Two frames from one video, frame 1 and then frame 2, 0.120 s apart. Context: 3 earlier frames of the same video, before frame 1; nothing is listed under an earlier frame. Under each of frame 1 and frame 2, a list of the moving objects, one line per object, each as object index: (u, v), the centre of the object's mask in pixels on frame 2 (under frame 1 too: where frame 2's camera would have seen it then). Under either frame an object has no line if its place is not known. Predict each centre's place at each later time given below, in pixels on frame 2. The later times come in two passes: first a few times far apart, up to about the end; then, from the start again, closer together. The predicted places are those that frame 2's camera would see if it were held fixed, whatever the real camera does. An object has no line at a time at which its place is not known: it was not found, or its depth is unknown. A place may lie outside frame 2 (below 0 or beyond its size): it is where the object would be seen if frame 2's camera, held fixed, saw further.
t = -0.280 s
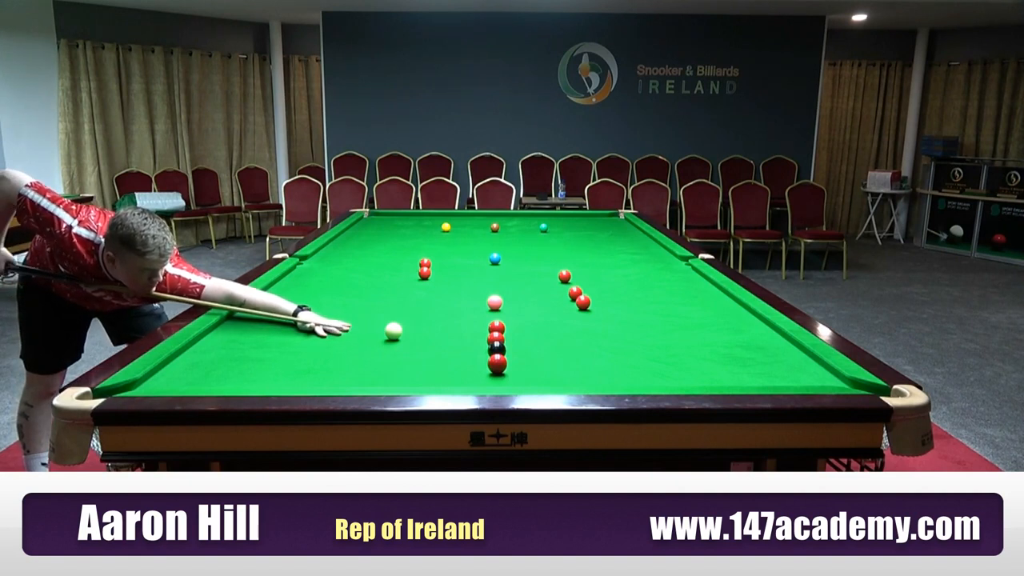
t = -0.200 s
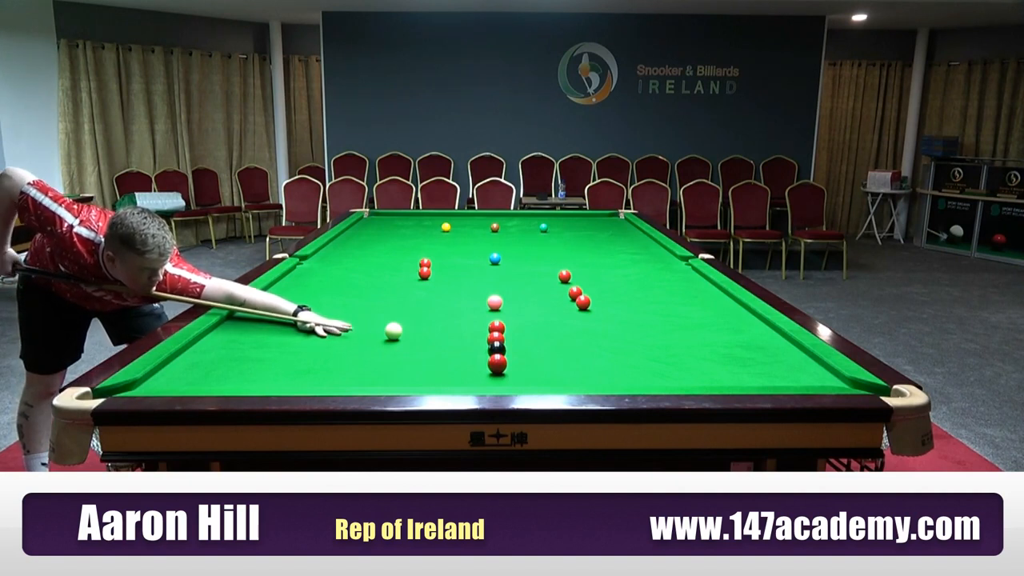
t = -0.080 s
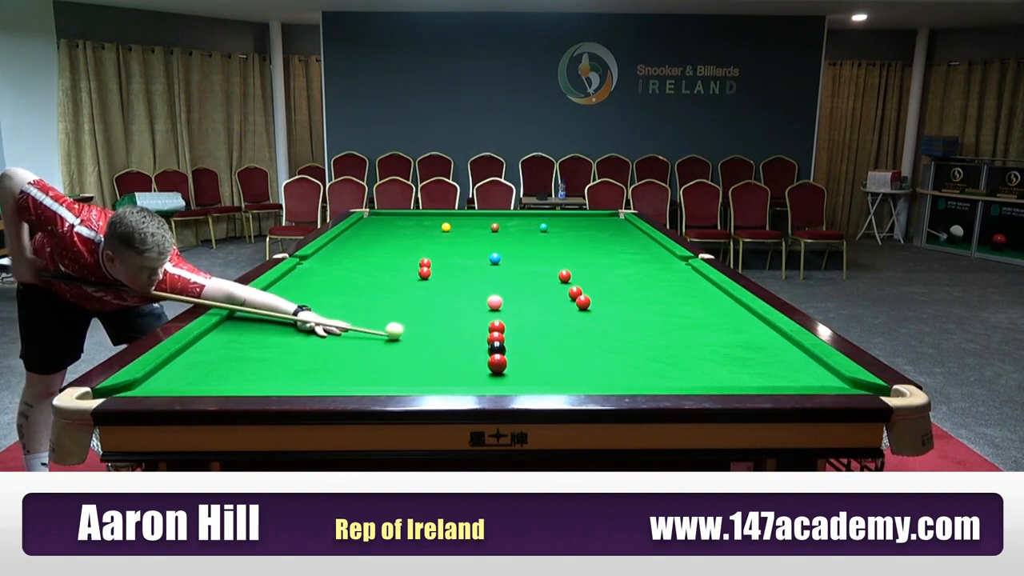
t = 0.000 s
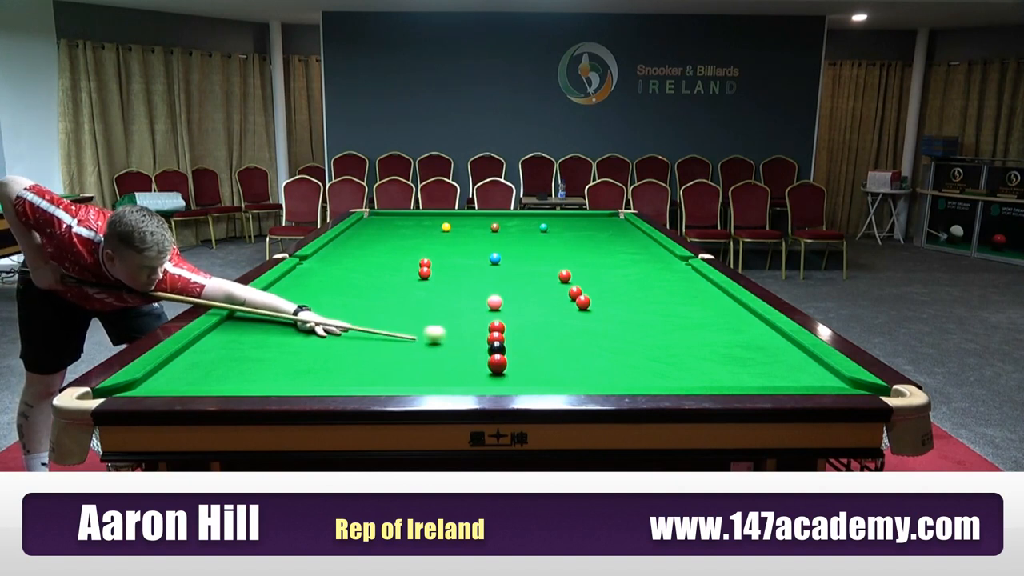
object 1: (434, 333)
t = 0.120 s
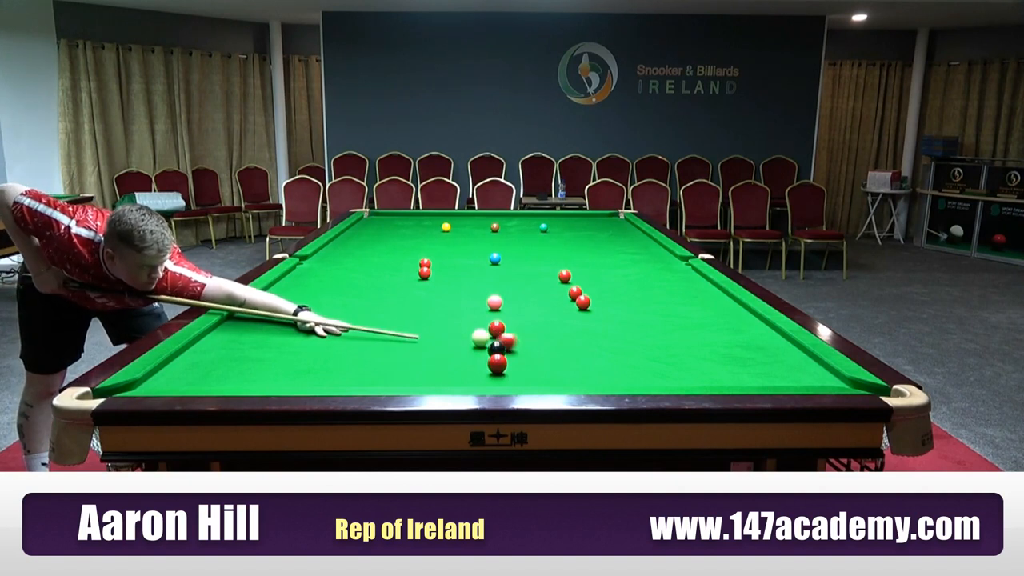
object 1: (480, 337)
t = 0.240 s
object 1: (478, 336)
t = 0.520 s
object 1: (469, 332)
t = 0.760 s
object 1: (462, 329)
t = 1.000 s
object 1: (456, 327)
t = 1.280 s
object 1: (451, 325)
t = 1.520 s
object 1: (446, 324)
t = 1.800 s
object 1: (443, 323)
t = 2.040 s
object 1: (441, 322)
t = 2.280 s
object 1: (440, 322)
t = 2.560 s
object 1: (440, 322)
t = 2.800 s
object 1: (440, 322)
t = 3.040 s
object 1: (440, 322)
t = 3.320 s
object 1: (440, 322)
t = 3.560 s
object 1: (440, 322)
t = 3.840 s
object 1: (440, 322)
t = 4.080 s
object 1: (440, 322)
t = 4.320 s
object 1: (440, 322)
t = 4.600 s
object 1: (440, 322)
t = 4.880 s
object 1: (440, 322)
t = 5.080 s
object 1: (440, 322)
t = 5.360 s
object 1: (440, 322)
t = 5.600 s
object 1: (440, 322)
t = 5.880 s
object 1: (440, 322)
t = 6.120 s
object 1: (440, 322)
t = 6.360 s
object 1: (440, 322)
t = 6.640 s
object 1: (440, 322)
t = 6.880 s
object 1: (440, 322)
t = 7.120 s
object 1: (440, 322)
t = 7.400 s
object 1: (440, 322)
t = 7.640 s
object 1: (440, 322)
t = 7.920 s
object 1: (440, 322)
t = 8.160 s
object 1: (440, 322)
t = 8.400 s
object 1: (440, 322)
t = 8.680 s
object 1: (440, 322)
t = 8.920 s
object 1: (440, 322)
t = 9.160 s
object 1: (440, 322)
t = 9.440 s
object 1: (440, 322)
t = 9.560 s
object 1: (440, 322)
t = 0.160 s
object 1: (480, 337)
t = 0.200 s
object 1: (480, 336)
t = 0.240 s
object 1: (478, 336)
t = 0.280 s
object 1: (477, 335)
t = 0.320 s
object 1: (476, 335)
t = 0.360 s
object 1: (474, 334)
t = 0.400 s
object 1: (473, 334)
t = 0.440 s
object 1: (472, 333)
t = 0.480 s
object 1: (470, 332)
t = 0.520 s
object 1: (469, 332)
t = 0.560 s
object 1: (468, 332)
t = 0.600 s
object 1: (466, 331)
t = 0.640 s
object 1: (465, 331)
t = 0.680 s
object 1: (464, 330)
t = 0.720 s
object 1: (463, 330)
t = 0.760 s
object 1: (462, 329)
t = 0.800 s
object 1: (461, 329)
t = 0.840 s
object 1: (460, 329)
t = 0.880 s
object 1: (459, 328)
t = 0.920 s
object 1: (458, 328)
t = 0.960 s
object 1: (457, 327)
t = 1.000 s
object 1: (456, 327)
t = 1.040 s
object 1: (455, 327)
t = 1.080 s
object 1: (455, 326)
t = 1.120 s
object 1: (454, 326)
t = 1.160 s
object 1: (453, 326)
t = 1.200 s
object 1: (452, 326)
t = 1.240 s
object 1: (451, 325)
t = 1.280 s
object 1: (451, 325)
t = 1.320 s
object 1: (450, 325)
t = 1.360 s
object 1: (449, 324)
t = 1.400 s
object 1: (449, 324)
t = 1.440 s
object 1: (448, 324)
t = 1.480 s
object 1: (447, 324)
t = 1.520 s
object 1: (446, 324)
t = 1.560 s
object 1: (446, 324)
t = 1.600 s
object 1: (445, 323)
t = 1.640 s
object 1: (445, 323)
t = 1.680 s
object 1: (444, 323)
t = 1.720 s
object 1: (444, 323)
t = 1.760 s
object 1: (443, 323)
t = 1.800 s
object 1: (443, 323)
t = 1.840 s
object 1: (442, 322)
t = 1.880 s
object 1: (442, 322)
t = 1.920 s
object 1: (442, 322)
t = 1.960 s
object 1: (441, 322)
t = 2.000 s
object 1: (441, 322)
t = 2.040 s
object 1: (441, 322)
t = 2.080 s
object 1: (441, 322)
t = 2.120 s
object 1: (440, 322)
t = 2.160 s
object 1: (440, 322)
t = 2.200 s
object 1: (440, 322)
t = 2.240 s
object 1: (440, 322)
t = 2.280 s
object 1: (440, 322)
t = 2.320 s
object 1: (440, 322)
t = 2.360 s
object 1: (440, 322)
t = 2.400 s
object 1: (440, 322)
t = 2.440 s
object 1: (440, 322)
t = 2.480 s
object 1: (440, 322)
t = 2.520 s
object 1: (440, 322)
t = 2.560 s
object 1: (440, 322)
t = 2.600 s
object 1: (440, 322)
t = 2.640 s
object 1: (440, 322)
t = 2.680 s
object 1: (440, 322)
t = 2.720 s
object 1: (440, 322)
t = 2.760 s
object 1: (440, 322)
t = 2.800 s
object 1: (440, 322)
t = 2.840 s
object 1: (440, 322)
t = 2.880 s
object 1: (440, 322)
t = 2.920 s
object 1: (440, 322)
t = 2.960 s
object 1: (440, 322)
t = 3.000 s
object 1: (440, 322)
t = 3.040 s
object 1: (440, 322)
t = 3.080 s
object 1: (440, 322)
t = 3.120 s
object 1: (440, 322)
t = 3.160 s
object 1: (440, 322)
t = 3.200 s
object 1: (440, 322)
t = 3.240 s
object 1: (440, 322)
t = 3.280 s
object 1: (440, 322)
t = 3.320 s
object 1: (440, 322)
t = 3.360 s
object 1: (440, 322)
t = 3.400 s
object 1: (440, 322)
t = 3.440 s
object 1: (440, 322)
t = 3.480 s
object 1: (440, 322)
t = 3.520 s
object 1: (440, 322)
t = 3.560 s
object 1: (440, 322)
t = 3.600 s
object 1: (440, 322)
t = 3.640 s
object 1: (440, 322)
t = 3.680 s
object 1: (440, 322)
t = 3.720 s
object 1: (440, 322)
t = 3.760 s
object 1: (440, 322)
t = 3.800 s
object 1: (440, 322)
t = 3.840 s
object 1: (440, 322)
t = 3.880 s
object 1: (440, 322)
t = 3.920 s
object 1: (440, 322)
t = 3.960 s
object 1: (440, 322)
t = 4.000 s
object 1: (440, 322)
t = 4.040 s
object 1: (440, 322)
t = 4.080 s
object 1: (440, 322)
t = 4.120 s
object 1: (440, 322)
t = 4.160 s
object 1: (440, 322)
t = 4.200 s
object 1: (440, 322)
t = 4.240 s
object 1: (440, 322)
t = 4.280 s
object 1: (440, 322)
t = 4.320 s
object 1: (440, 322)
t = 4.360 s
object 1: (440, 322)
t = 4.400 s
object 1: (440, 322)
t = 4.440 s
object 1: (440, 322)
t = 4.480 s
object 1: (440, 322)
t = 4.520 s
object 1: (440, 322)
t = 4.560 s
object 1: (440, 322)
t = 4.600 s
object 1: (440, 322)
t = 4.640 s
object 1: (440, 322)
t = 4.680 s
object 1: (440, 322)
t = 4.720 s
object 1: (440, 322)
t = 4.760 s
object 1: (440, 322)
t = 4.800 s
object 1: (440, 322)
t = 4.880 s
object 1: (440, 322)
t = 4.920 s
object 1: (440, 322)
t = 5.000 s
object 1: (440, 322)
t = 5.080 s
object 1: (440, 322)
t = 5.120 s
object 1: (440, 322)
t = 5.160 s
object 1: (440, 322)
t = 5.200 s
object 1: (440, 322)
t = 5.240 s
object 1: (440, 322)
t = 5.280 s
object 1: (440, 322)
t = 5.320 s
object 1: (440, 322)
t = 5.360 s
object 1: (440, 322)
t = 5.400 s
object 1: (440, 322)
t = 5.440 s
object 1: (440, 322)
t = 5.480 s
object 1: (440, 322)
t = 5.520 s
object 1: (440, 322)
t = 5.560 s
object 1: (440, 322)
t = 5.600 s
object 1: (440, 322)
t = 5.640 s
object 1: (440, 322)
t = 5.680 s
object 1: (440, 322)
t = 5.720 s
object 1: (440, 322)
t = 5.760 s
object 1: (440, 322)
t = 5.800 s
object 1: (440, 322)
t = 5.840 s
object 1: (440, 322)
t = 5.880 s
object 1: (440, 322)
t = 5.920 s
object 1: (440, 322)
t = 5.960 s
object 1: (440, 322)
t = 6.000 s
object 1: (440, 322)
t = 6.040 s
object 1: (440, 322)
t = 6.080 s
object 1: (440, 322)
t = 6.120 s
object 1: (440, 322)
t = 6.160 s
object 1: (440, 322)
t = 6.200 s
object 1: (440, 322)
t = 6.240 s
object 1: (440, 322)
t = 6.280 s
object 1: (440, 322)
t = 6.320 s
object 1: (440, 322)
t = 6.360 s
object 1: (440, 322)
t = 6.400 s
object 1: (440, 322)
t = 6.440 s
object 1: (440, 322)
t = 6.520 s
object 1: (440, 322)
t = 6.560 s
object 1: (440, 322)
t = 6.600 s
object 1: (440, 322)
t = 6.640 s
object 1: (440, 322)
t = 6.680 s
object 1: (440, 322)
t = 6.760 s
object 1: (440, 322)
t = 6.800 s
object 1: (440, 322)
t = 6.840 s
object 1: (440, 322)
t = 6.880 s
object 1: (440, 322)
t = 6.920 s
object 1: (440, 322)
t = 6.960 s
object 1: (440, 322)
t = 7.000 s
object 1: (440, 322)
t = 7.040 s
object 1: (440, 322)
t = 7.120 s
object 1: (440, 322)
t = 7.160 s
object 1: (440, 322)
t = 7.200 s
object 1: (440, 322)
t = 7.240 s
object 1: (440, 322)
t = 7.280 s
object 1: (440, 322)
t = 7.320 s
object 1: (440, 322)
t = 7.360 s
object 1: (440, 322)
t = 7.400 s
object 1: (440, 322)
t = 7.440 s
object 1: (440, 322)
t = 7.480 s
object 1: (440, 322)
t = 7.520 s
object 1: (440, 322)
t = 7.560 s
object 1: (440, 322)
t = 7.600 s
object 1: (440, 322)
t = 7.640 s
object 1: (440, 322)
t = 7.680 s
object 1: (440, 322)
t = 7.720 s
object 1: (440, 322)
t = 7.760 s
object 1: (440, 322)
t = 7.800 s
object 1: (440, 322)
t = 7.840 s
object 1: (440, 322)
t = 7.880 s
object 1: (440, 322)
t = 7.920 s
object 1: (440, 322)
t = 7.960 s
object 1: (440, 322)
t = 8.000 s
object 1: (440, 322)
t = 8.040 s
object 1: (440, 322)
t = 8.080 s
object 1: (440, 322)
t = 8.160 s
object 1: (440, 322)
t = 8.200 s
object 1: (440, 322)
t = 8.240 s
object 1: (440, 322)
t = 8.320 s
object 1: (440, 322)
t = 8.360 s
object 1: (440, 322)
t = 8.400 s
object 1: (440, 322)
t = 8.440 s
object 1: (440, 322)
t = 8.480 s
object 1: (440, 322)
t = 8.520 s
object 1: (440, 322)
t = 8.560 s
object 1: (440, 322)
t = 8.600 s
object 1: (440, 322)
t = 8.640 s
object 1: (440, 322)
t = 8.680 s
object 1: (440, 322)
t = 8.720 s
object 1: (440, 322)
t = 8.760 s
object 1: (440, 322)
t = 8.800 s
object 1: (440, 322)
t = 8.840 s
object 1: (440, 322)
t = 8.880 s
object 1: (440, 322)
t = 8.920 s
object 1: (440, 322)
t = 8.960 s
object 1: (440, 322)
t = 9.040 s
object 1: (440, 322)
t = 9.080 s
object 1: (440, 322)
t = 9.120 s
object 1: (440, 322)
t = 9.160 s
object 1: (440, 322)
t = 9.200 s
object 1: (440, 322)
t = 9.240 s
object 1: (440, 322)
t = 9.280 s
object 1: (440, 322)
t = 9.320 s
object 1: (440, 322)
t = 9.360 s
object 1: (440, 322)
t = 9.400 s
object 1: (440, 322)
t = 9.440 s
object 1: (440, 322)
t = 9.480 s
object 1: (440, 322)
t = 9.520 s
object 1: (440, 322)
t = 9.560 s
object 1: (440, 322)
